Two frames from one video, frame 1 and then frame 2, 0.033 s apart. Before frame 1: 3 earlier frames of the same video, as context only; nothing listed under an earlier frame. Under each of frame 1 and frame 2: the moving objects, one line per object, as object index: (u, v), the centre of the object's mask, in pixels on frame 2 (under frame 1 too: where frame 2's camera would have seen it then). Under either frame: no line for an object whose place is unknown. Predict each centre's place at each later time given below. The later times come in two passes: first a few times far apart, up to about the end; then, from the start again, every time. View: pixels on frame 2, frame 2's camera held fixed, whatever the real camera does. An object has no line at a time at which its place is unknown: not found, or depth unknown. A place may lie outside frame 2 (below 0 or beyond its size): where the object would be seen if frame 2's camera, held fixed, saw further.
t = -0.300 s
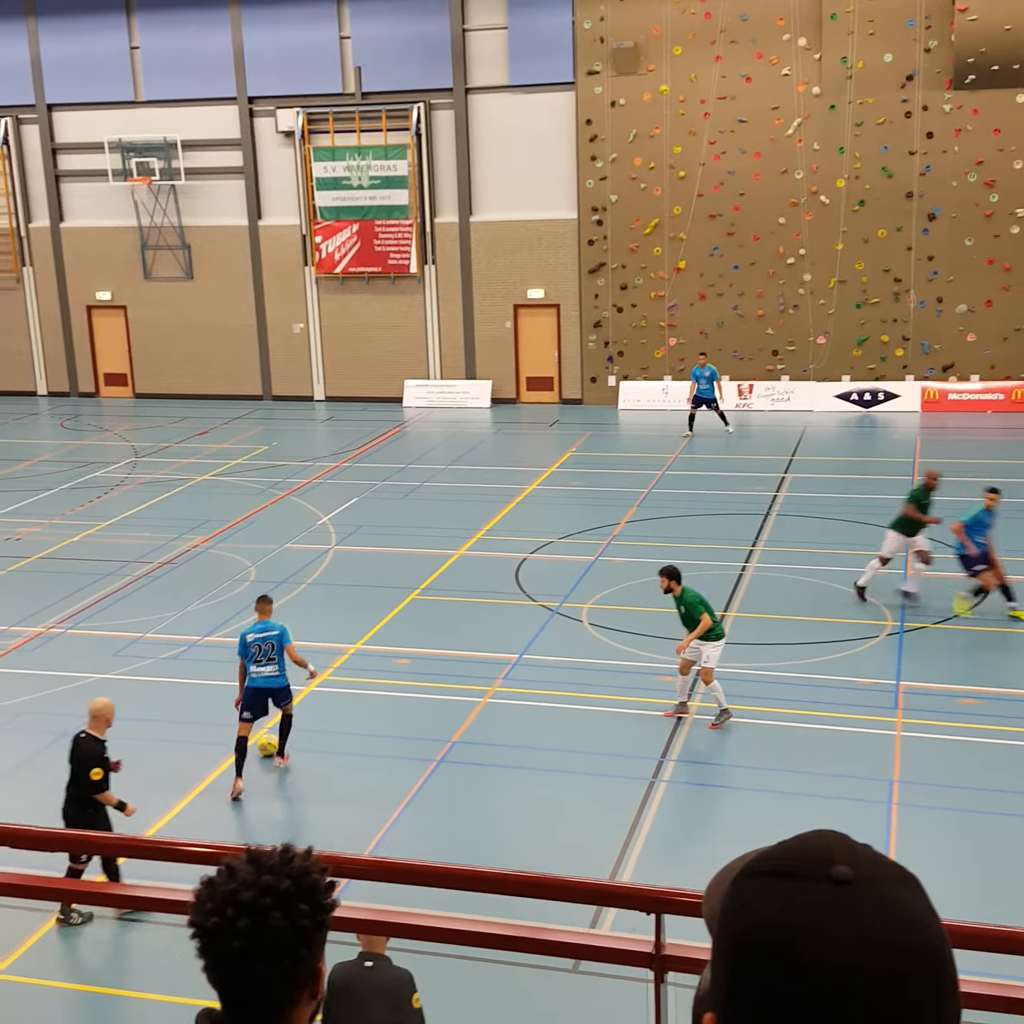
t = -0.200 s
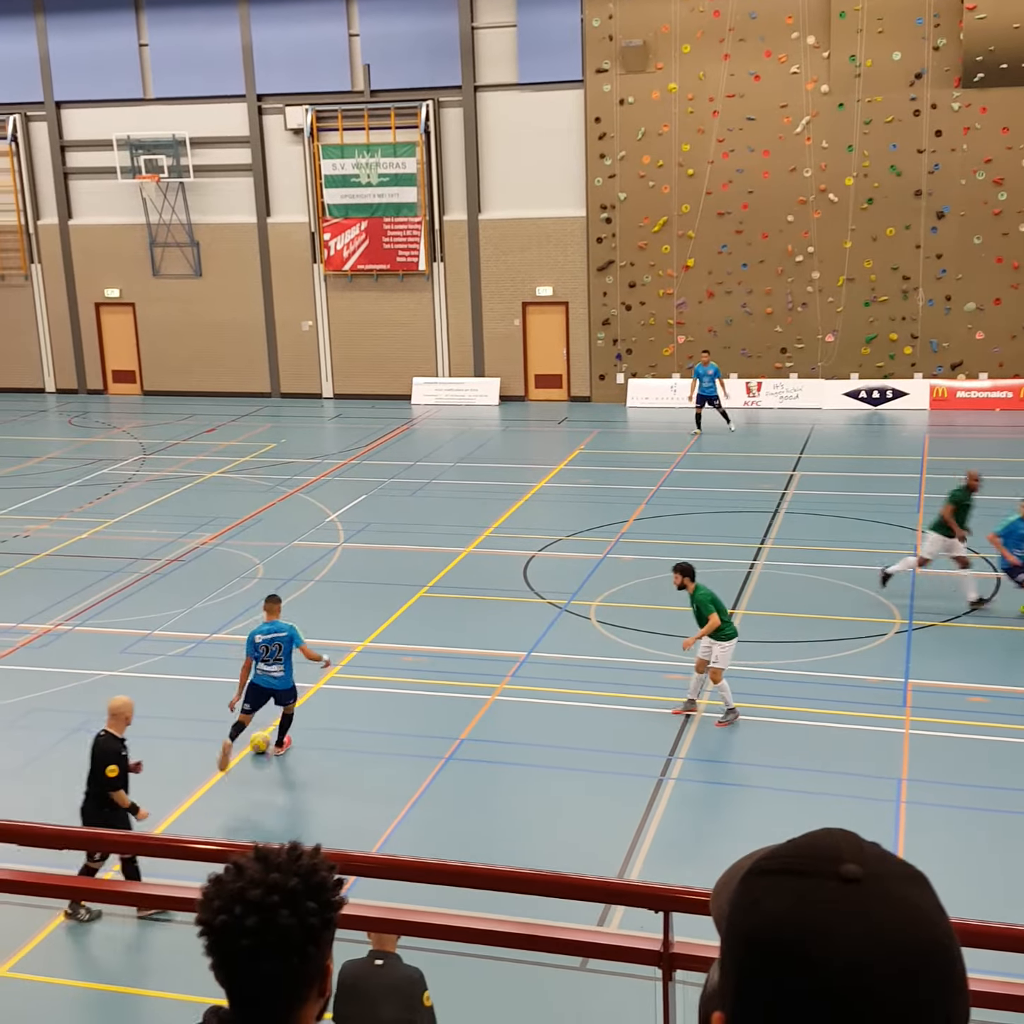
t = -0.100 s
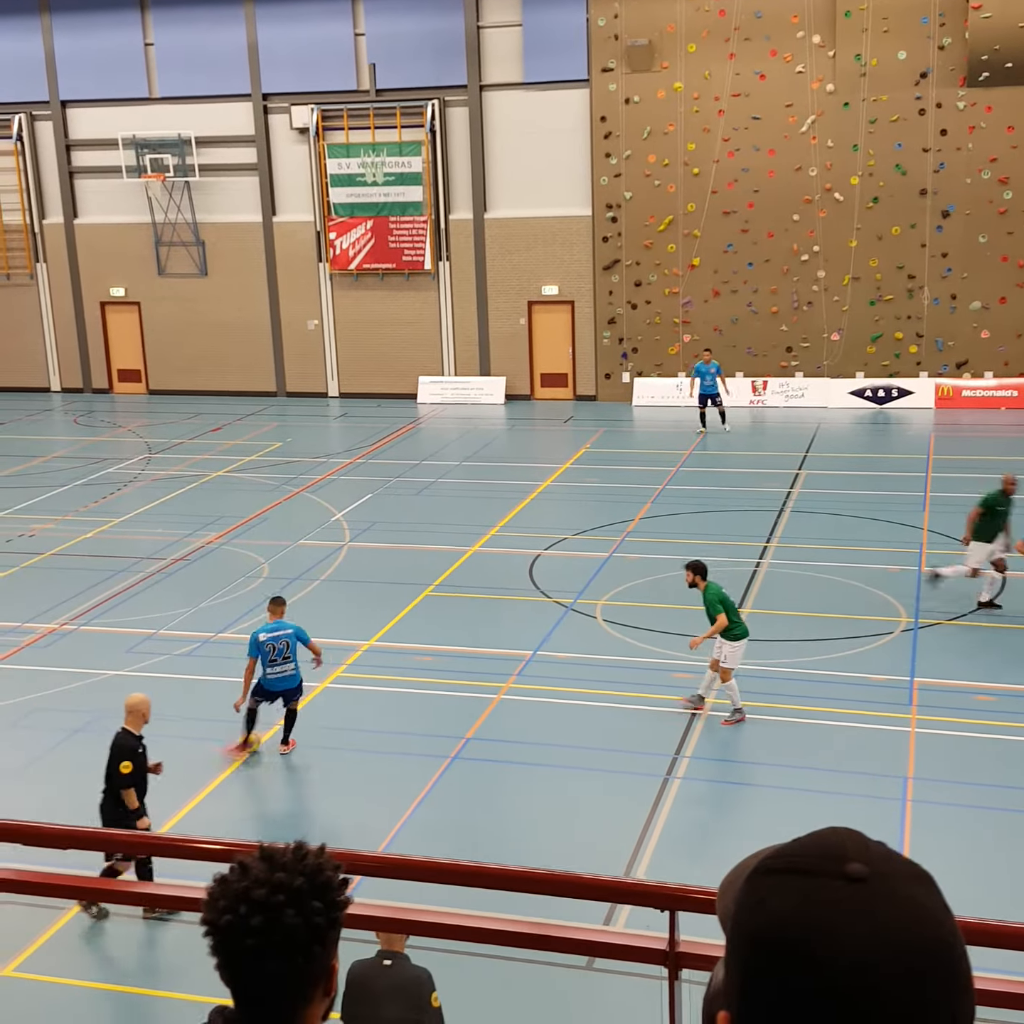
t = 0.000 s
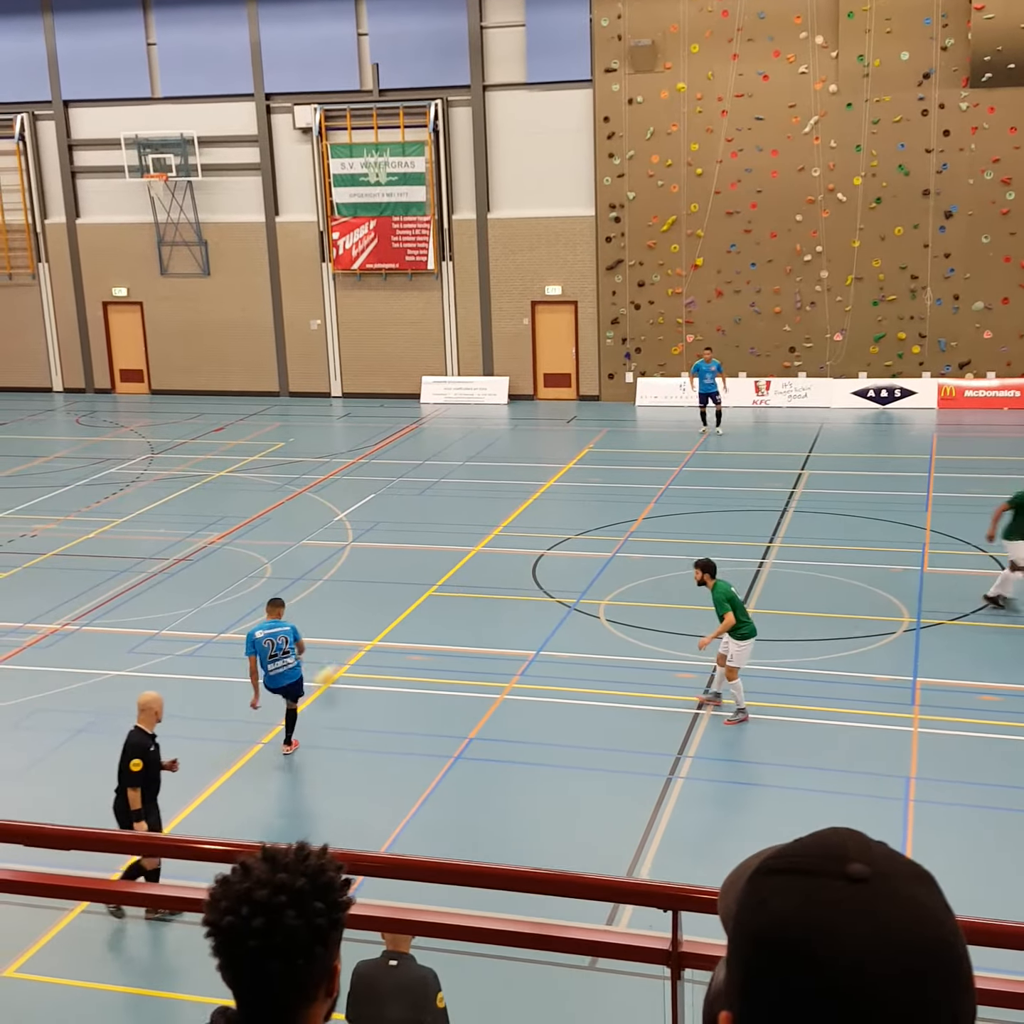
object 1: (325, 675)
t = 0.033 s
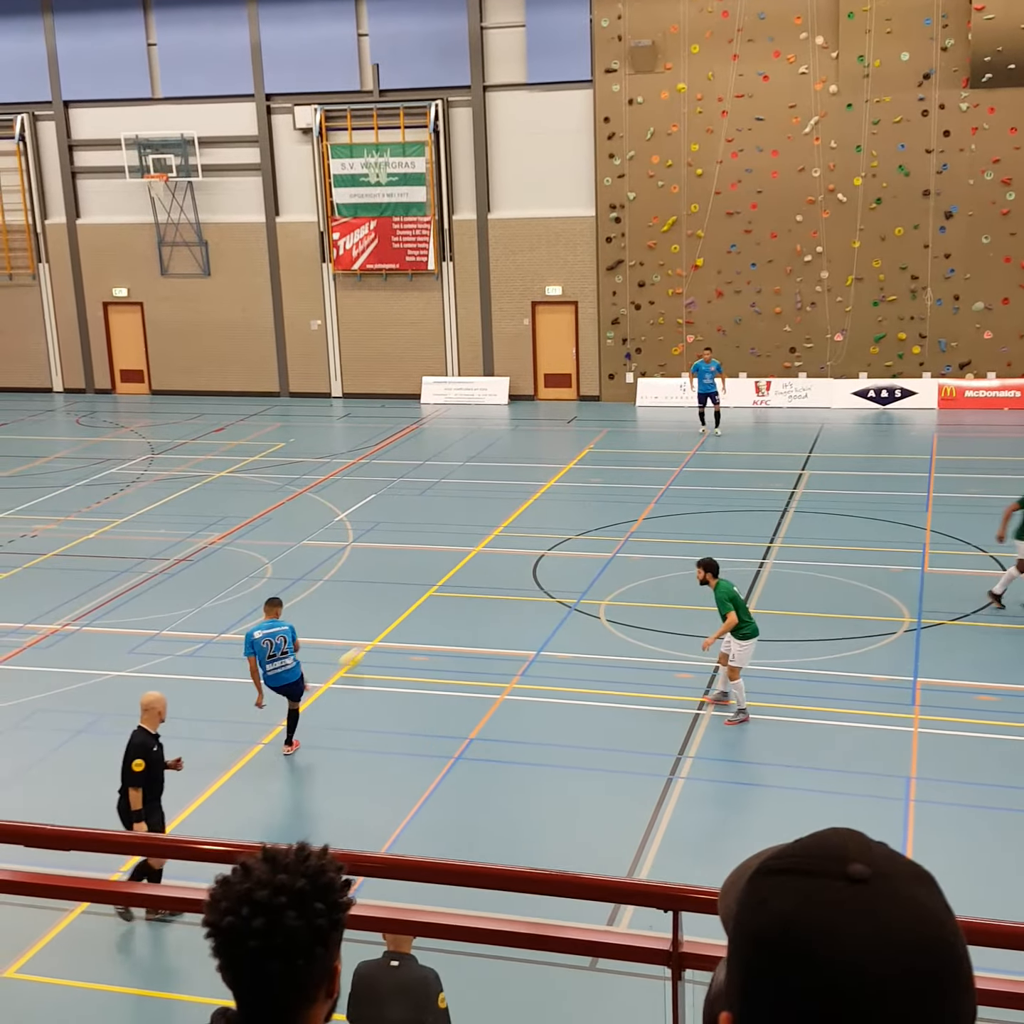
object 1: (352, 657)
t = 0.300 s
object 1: (499, 565)
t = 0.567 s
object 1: (591, 505)
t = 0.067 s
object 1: (374, 642)
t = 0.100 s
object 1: (397, 629)
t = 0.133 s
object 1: (418, 619)
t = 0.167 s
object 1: (437, 608)
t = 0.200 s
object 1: (453, 595)
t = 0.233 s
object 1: (470, 584)
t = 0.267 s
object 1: (485, 573)
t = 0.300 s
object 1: (499, 565)
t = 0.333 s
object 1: (514, 557)
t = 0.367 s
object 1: (527, 548)
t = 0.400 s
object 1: (540, 539)
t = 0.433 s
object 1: (551, 531)
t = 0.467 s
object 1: (562, 524)
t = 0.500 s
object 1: (572, 519)
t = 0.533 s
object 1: (582, 512)
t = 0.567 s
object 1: (591, 505)
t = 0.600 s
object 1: (601, 499)
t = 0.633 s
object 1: (609, 495)
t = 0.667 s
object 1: (618, 490)
